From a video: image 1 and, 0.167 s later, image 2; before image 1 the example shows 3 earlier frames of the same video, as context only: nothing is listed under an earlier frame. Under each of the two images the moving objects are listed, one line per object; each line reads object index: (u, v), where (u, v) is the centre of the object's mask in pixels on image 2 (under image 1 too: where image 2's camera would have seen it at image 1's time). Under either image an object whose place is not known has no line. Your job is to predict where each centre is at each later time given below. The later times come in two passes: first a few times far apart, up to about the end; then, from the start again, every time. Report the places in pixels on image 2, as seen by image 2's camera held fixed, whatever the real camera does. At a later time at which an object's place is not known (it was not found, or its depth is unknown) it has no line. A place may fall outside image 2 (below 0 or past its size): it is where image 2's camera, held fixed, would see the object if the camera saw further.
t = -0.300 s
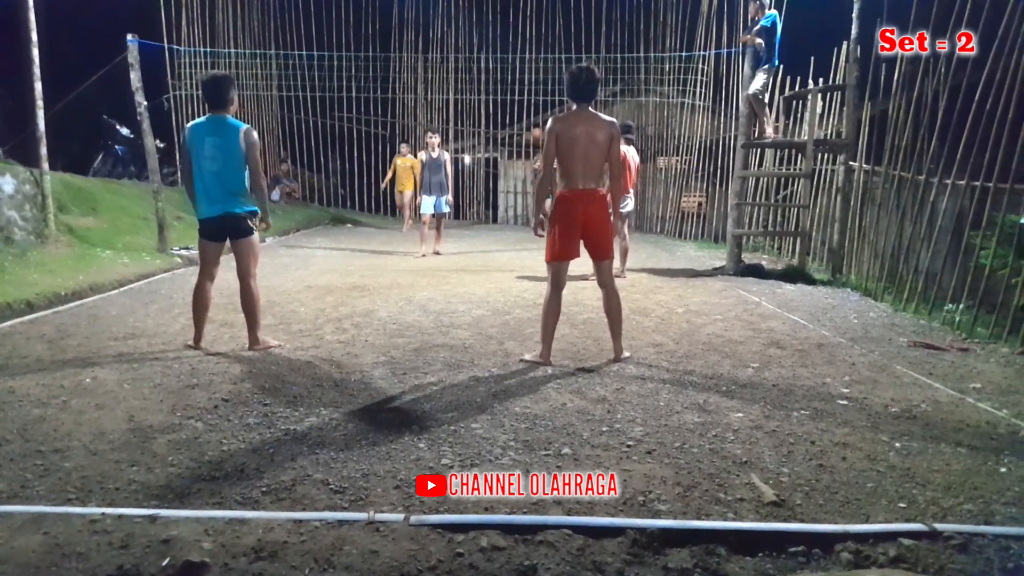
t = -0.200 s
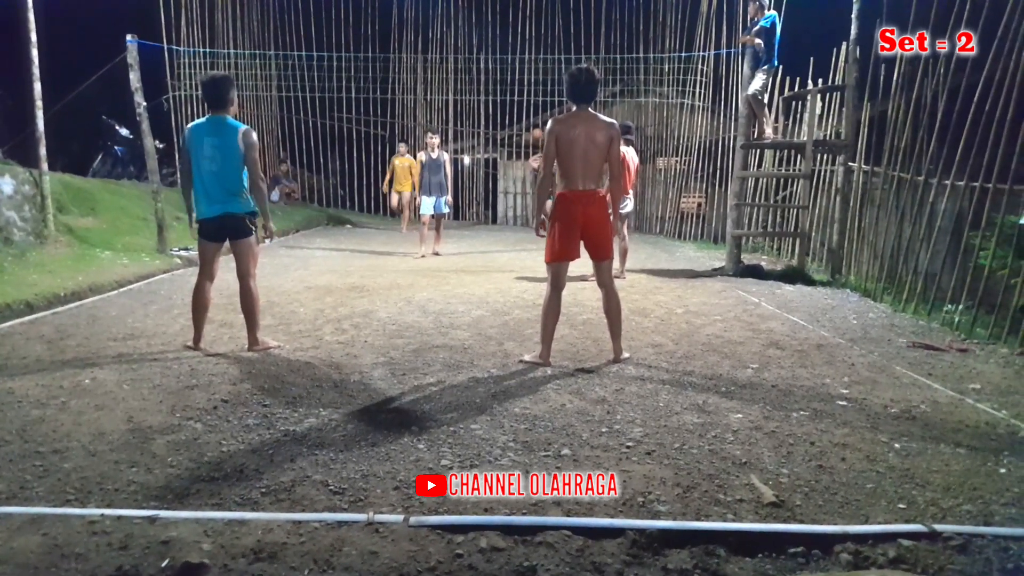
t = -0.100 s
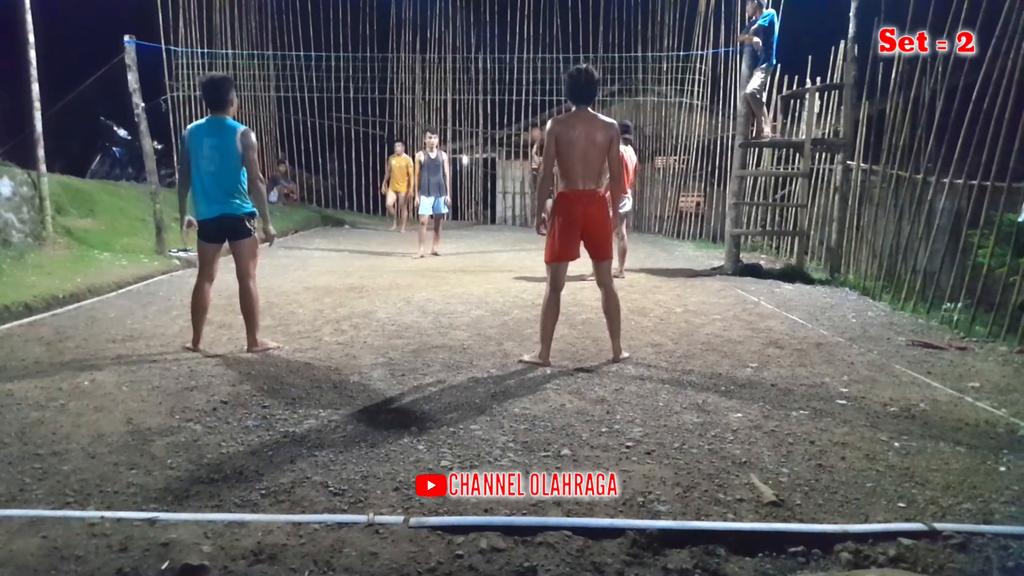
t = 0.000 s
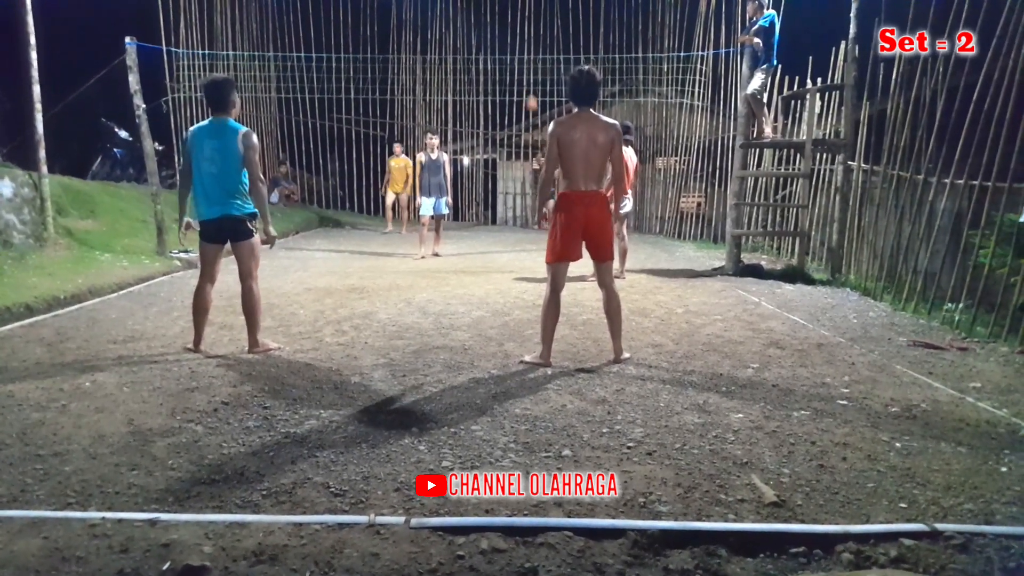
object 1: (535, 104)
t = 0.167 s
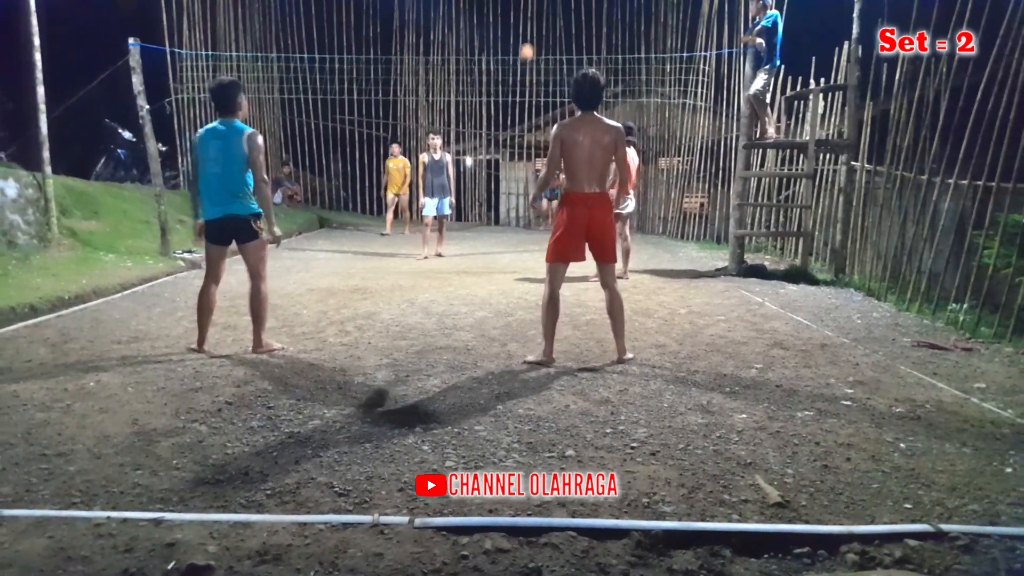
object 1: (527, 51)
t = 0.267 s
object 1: (521, 28)
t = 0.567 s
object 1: (502, 3)
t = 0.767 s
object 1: (492, 23)
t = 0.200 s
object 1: (525, 44)
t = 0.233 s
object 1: (523, 36)
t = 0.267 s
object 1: (521, 28)
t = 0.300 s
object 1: (519, 22)
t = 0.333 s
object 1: (517, 16)
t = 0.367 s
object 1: (514, 11)
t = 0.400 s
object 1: (512, 8)
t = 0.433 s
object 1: (510, 6)
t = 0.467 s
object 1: (508, 4)
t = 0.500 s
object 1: (505, 3)
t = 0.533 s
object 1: (504, 3)
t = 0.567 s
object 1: (502, 3)
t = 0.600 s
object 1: (500, 3)
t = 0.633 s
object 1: (498, 4)
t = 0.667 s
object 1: (496, 6)
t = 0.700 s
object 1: (495, 9)
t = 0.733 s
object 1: (494, 14)
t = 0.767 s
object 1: (492, 23)
